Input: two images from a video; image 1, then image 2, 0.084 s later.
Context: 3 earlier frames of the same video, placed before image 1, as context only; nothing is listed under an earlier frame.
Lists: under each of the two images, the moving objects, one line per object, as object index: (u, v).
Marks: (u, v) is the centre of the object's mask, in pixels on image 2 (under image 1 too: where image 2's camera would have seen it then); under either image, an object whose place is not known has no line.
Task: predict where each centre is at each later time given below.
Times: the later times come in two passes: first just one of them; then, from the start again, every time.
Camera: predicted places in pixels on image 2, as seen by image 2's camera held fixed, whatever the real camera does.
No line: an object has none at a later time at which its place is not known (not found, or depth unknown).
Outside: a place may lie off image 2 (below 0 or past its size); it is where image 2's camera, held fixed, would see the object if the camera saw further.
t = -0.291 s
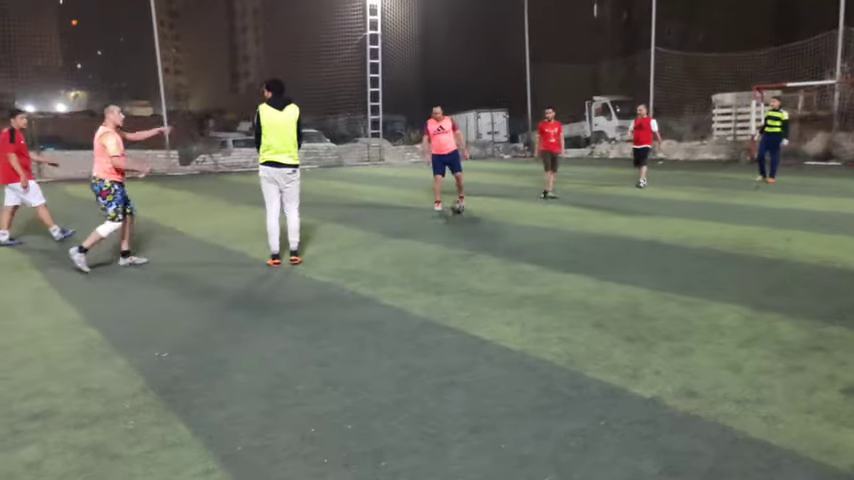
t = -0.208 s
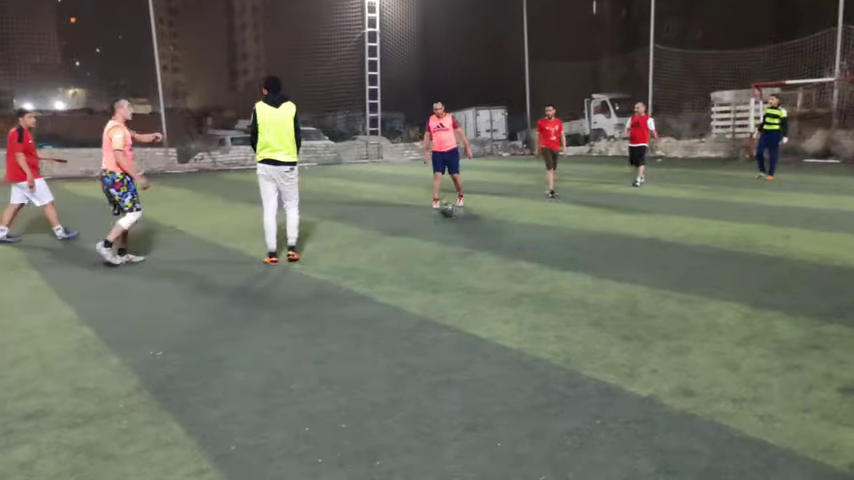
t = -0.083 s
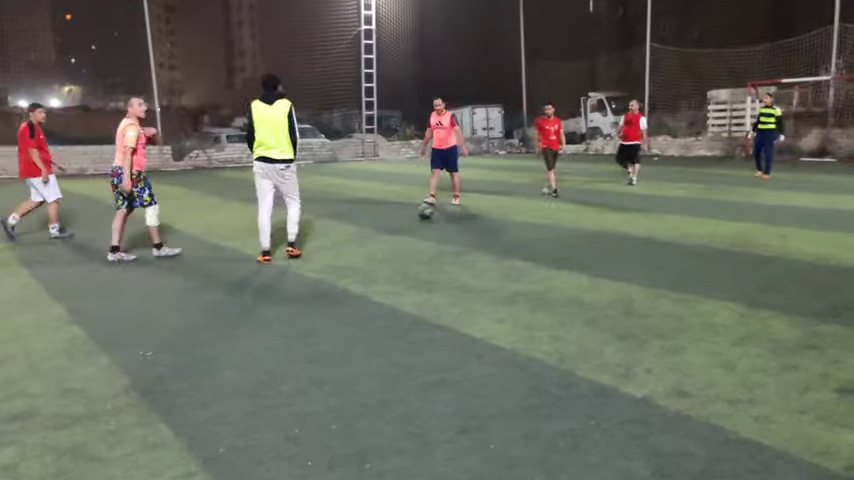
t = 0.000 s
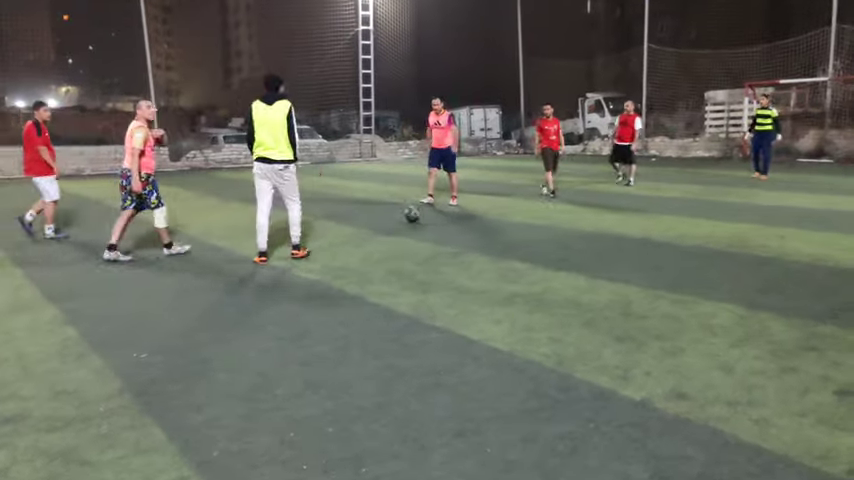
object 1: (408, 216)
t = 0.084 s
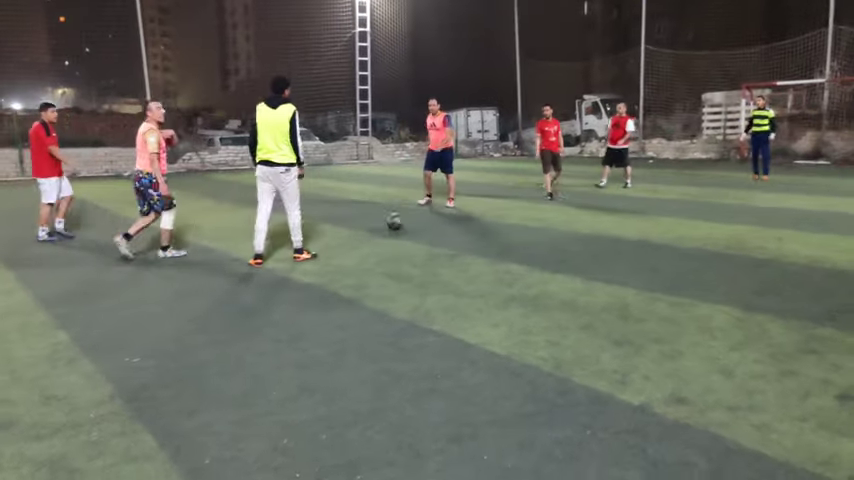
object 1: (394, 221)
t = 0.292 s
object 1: (363, 231)
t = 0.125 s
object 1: (391, 221)
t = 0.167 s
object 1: (383, 224)
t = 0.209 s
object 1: (380, 226)
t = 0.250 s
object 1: (372, 228)
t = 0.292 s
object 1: (363, 231)
